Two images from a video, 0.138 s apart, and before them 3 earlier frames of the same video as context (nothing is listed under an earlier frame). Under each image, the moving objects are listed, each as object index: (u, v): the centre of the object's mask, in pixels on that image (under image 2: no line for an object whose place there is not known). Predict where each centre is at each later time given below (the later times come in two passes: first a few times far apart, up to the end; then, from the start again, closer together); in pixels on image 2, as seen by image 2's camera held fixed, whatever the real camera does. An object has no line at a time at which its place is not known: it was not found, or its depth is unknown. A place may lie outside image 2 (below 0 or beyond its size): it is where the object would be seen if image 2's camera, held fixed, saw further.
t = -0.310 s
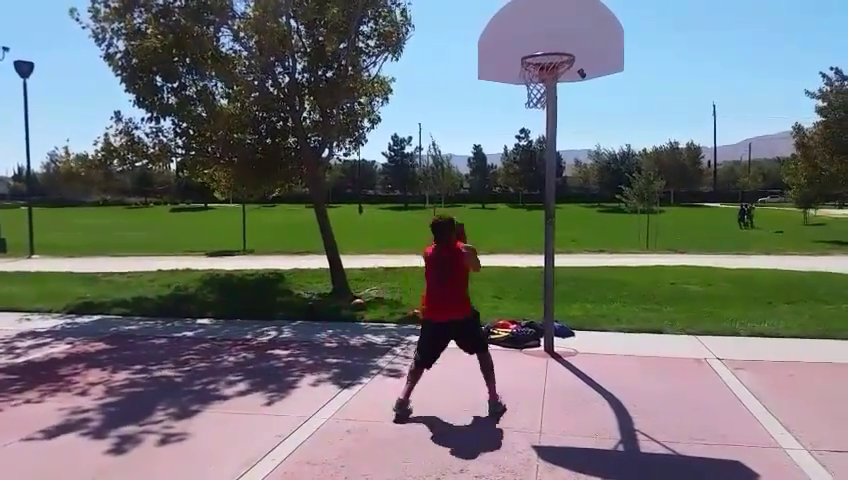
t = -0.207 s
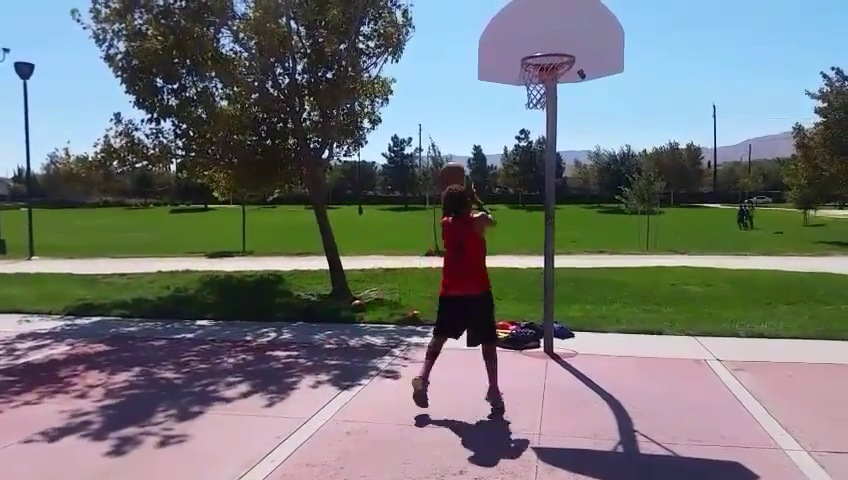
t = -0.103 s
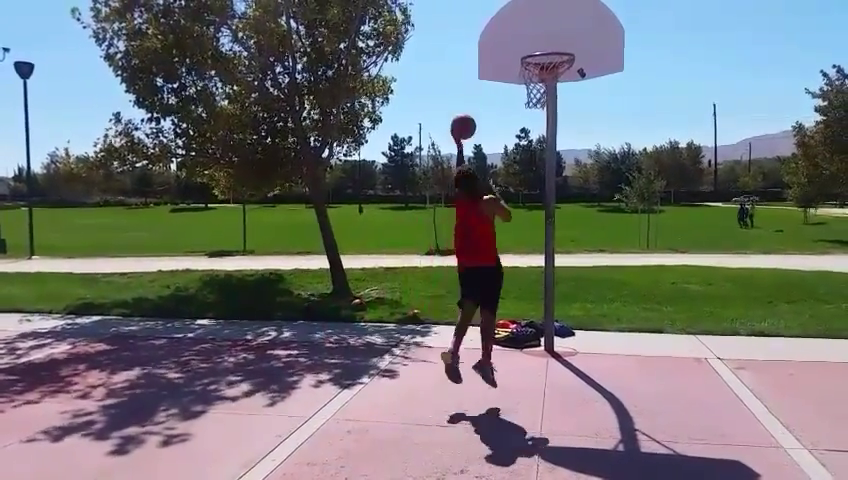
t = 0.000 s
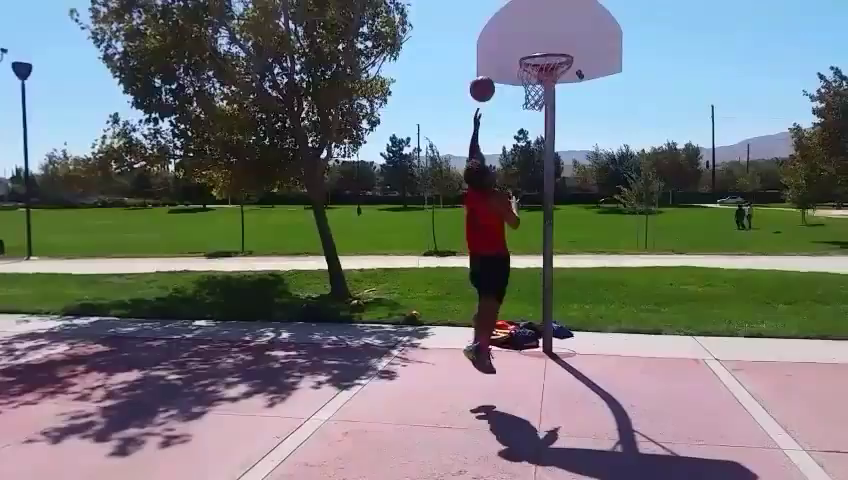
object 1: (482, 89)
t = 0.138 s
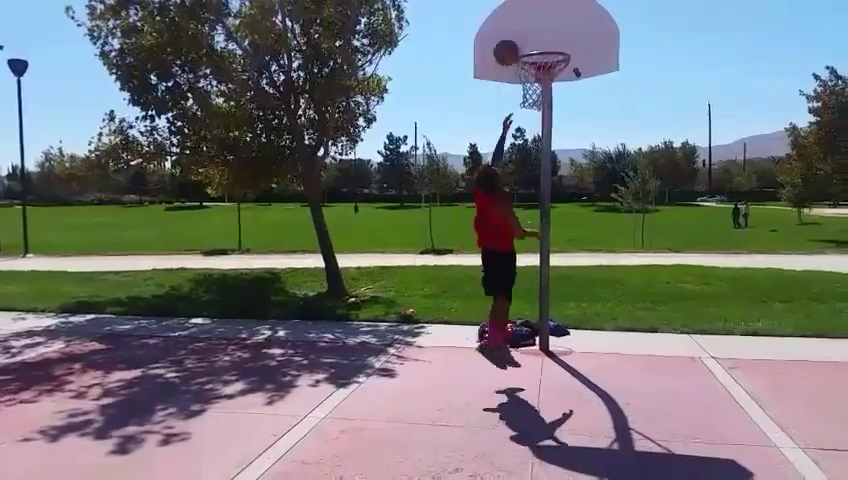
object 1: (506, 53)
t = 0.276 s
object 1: (519, 38)
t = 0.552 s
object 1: (547, 56)
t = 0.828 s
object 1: (538, 103)
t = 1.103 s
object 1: (521, 187)
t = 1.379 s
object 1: (505, 347)
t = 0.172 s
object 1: (509, 47)
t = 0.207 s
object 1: (513, 43)
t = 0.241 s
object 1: (516, 39)
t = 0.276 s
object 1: (519, 38)
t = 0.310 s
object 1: (523, 37)
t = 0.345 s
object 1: (526, 36)
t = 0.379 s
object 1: (530, 38)
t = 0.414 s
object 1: (533, 42)
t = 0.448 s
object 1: (536, 44)
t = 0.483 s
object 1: (539, 49)
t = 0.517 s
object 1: (545, 53)
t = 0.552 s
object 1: (547, 56)
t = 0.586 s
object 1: (545, 69)
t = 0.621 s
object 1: (551, 80)
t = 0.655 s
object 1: (547, 83)
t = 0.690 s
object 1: (547, 84)
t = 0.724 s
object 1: (544, 88)
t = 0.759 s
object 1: (541, 94)
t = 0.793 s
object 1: (540, 97)
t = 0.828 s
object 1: (538, 103)
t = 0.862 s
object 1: (535, 109)
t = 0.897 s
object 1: (533, 117)
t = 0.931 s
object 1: (531, 126)
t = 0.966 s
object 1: (530, 134)
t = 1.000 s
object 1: (528, 148)
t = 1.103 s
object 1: (521, 187)
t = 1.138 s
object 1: (520, 203)
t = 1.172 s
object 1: (518, 220)
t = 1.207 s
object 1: (515, 237)
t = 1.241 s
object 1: (513, 258)
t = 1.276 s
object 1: (512, 278)
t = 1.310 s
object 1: (509, 300)
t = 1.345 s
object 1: (508, 323)
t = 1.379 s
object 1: (505, 347)
